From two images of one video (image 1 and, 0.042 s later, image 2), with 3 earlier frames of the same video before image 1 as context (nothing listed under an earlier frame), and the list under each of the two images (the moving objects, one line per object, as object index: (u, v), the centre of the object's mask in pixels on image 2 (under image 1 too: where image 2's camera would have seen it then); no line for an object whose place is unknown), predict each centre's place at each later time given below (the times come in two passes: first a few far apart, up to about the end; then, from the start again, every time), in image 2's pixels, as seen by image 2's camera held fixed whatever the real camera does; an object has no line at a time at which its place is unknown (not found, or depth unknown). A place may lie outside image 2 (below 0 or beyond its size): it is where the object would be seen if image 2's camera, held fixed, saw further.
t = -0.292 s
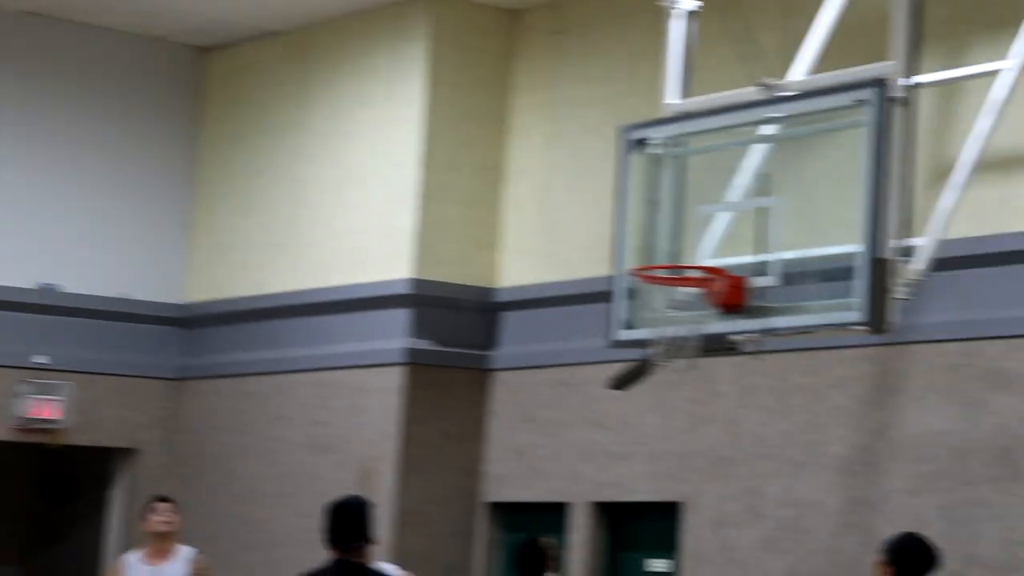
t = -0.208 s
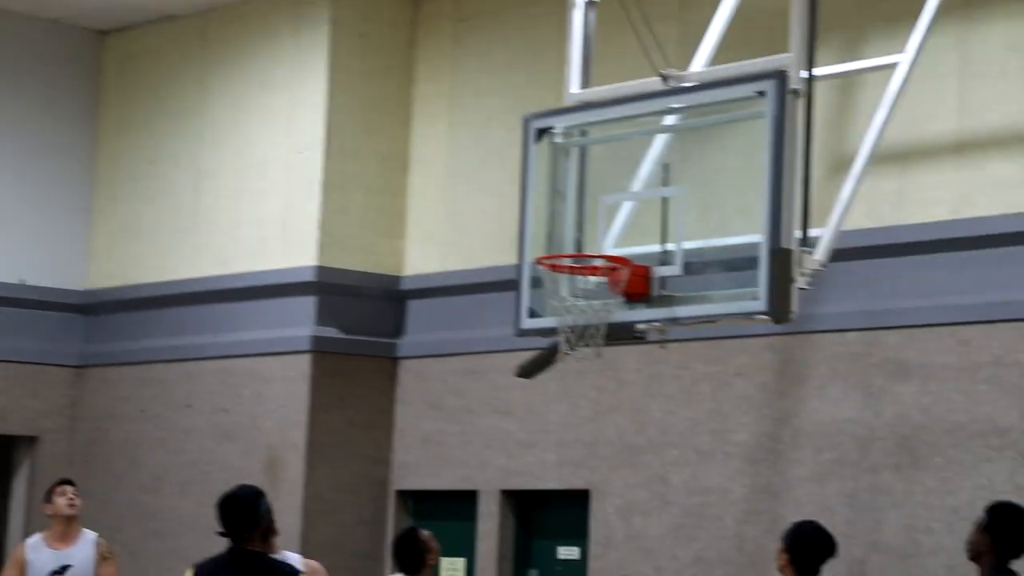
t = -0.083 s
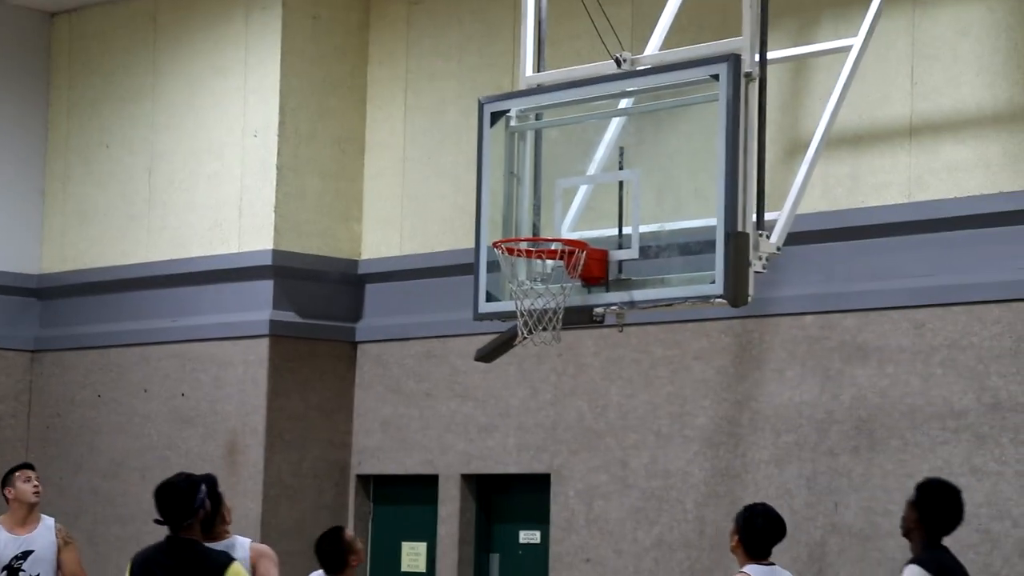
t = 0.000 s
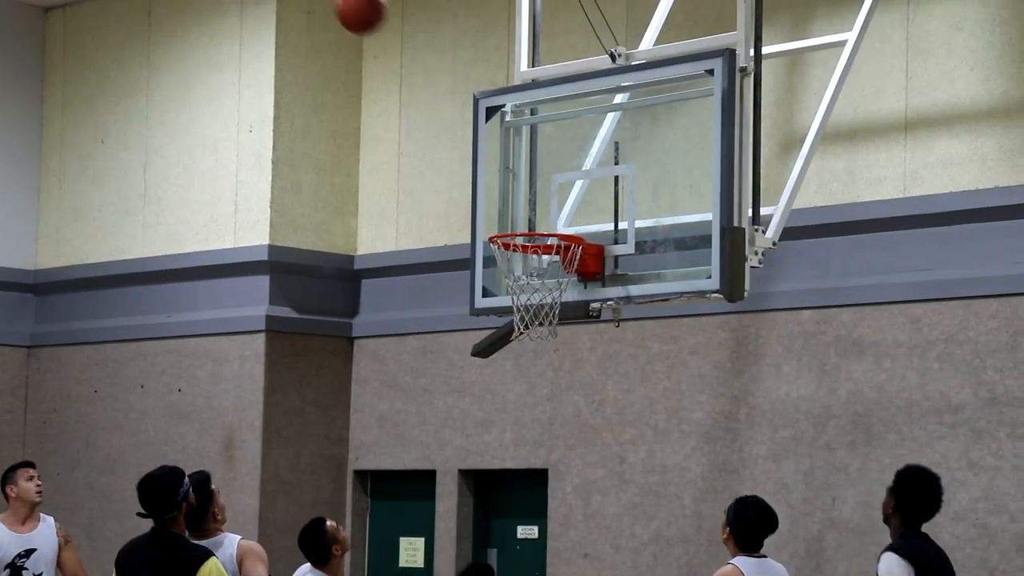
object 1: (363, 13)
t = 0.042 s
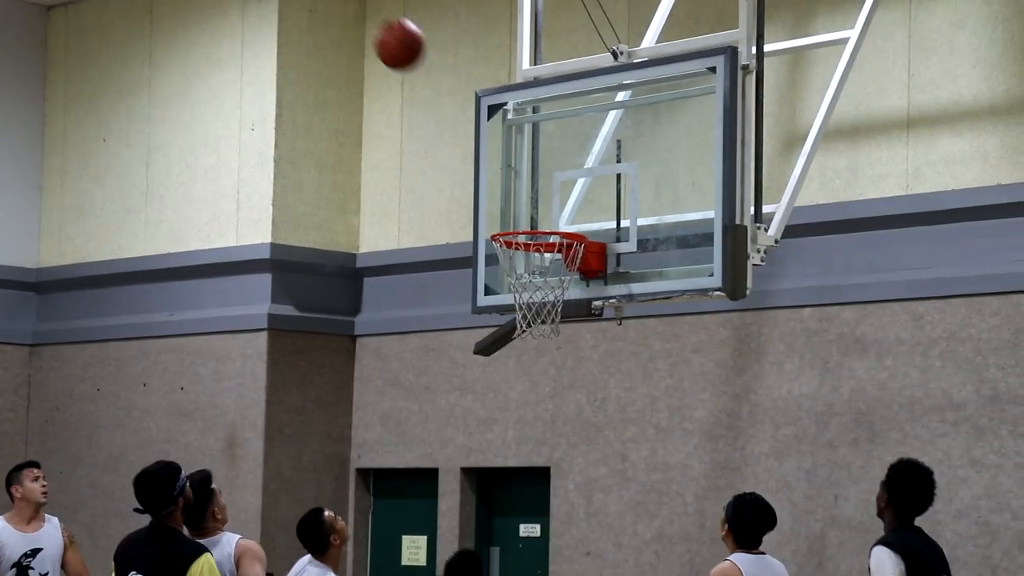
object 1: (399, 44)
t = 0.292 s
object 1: (581, 285)
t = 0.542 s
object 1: (529, 393)
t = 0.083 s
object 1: (435, 85)
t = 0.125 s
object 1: (470, 129)
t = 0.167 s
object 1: (505, 176)
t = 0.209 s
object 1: (539, 217)
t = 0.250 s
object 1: (569, 266)
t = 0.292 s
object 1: (581, 285)
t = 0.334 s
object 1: (583, 291)
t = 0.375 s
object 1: (574, 306)
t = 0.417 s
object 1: (563, 323)
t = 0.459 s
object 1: (552, 343)
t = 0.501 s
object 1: (541, 366)
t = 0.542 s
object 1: (529, 393)
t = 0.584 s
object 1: (518, 423)
